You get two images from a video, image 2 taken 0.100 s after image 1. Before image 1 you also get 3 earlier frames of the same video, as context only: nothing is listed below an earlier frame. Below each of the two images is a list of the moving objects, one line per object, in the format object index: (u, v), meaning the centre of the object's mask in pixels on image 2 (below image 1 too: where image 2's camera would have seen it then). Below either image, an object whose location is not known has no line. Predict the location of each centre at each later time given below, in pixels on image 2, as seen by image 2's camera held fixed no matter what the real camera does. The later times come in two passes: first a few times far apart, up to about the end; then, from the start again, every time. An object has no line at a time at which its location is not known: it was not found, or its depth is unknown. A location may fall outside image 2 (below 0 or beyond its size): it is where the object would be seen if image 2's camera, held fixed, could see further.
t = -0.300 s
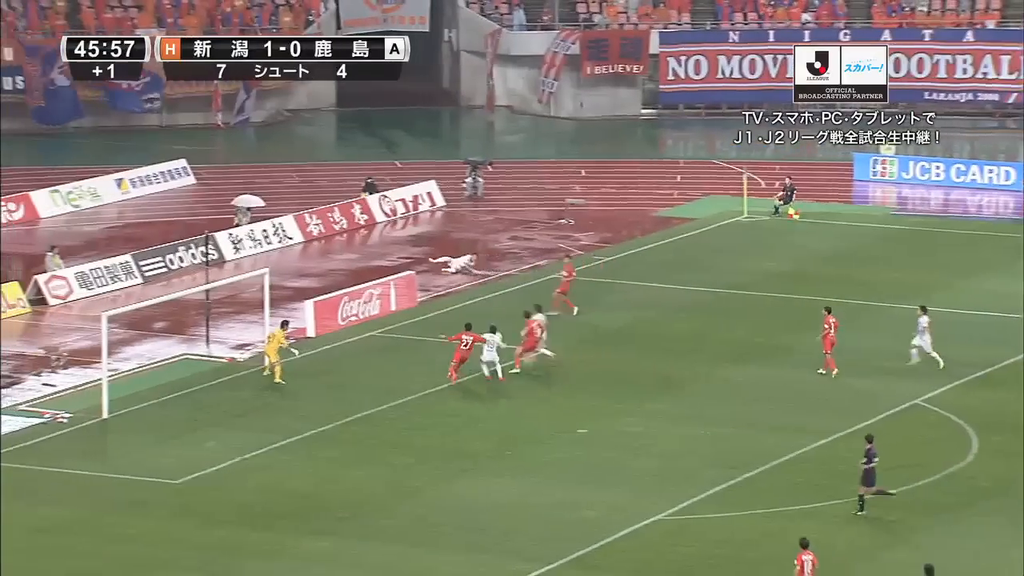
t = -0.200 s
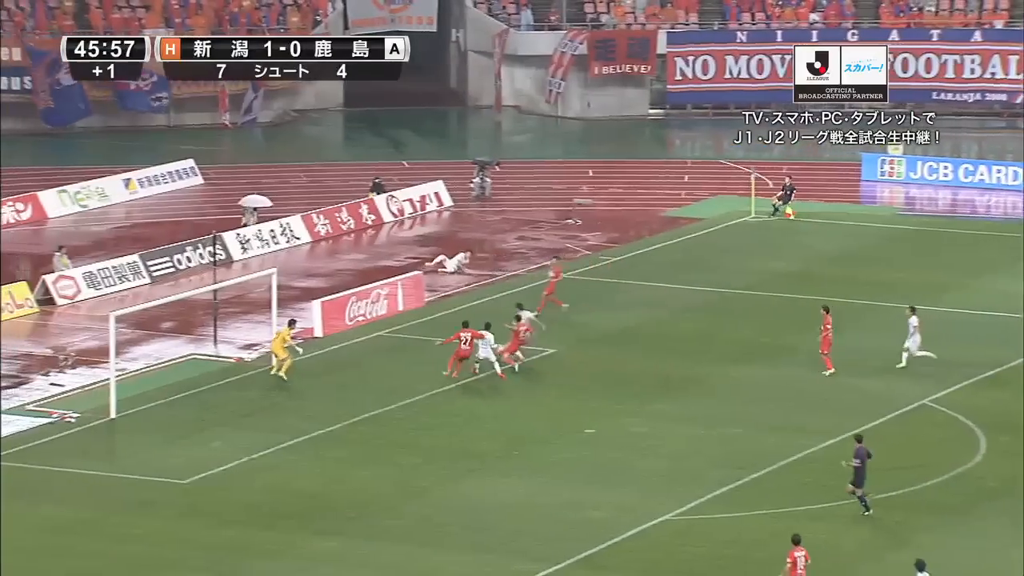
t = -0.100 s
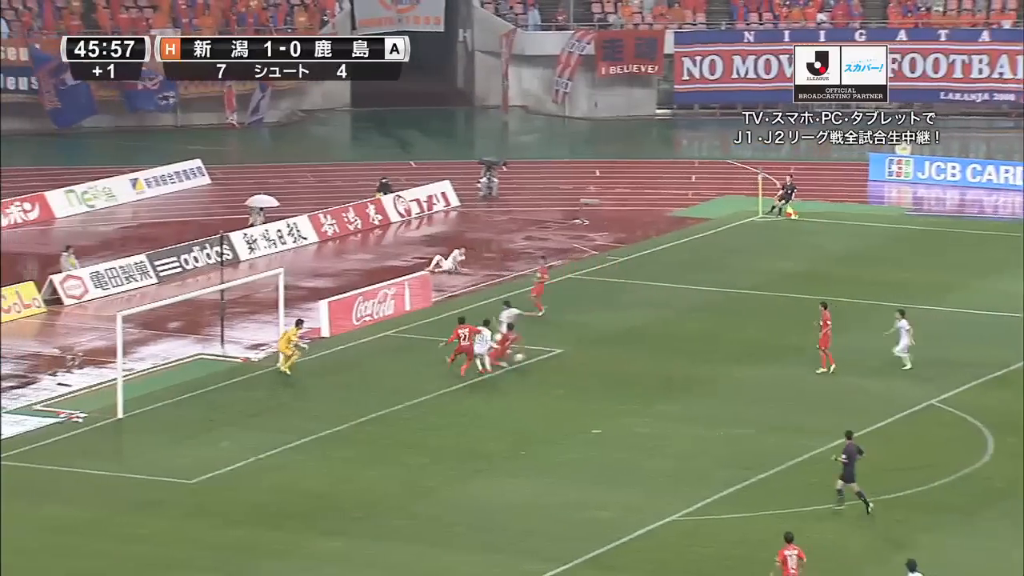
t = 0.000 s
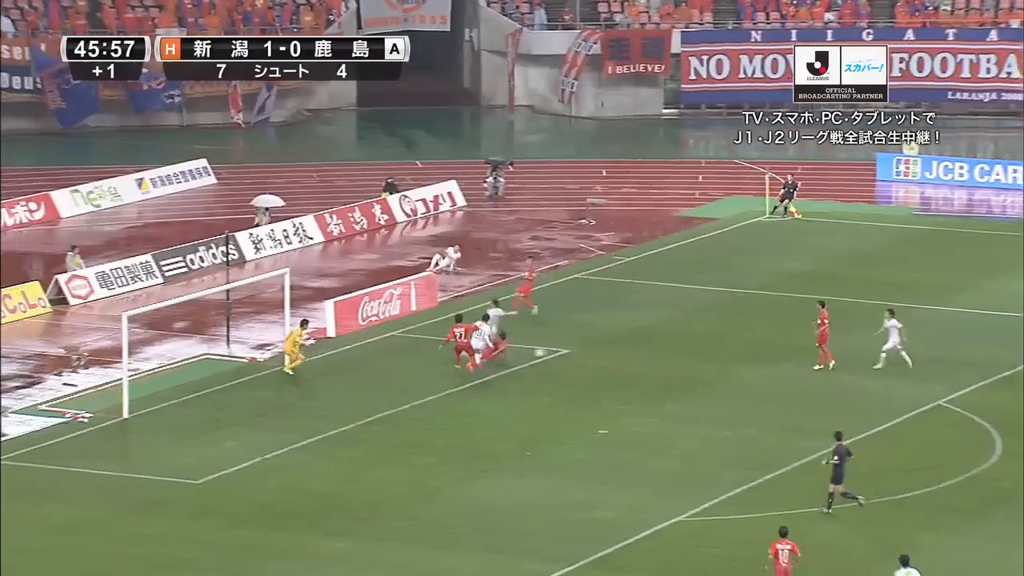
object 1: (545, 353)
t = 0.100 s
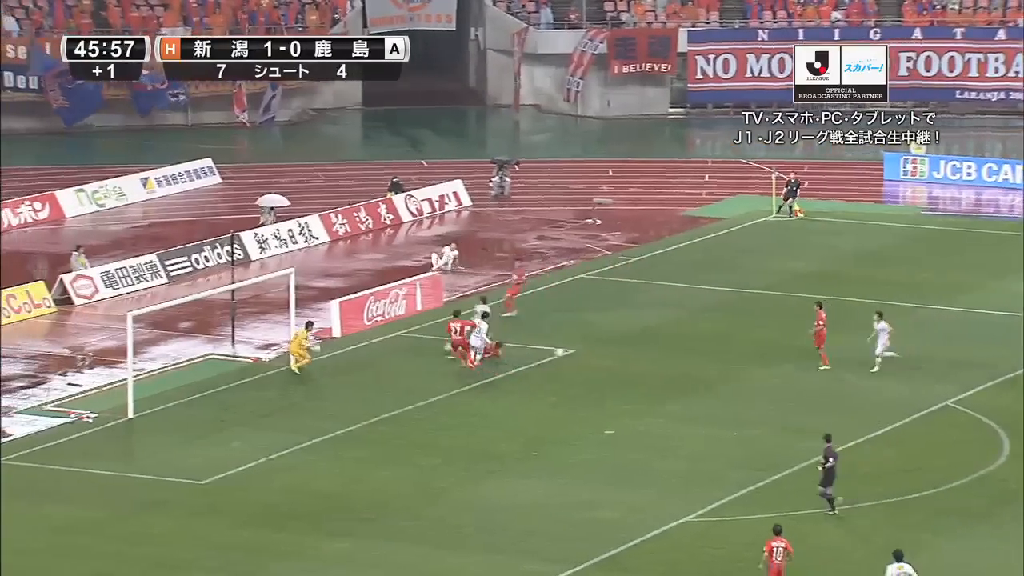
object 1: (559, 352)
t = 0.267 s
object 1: (581, 359)
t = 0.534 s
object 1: (618, 389)
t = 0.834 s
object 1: (650, 400)
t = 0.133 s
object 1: (564, 353)
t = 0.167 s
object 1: (568, 354)
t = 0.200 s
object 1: (572, 355)
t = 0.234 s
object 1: (575, 356)
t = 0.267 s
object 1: (581, 359)
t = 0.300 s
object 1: (587, 363)
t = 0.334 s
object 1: (591, 367)
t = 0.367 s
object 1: (596, 371)
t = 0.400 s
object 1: (601, 375)
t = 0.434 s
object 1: (606, 379)
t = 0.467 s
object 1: (610, 384)
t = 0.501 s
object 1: (615, 389)
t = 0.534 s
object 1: (618, 389)
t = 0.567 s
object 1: (622, 388)
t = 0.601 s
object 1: (625, 388)
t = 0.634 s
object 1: (629, 389)
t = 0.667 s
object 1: (632, 389)
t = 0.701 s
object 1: (636, 390)
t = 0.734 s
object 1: (639, 392)
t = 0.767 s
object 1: (643, 394)
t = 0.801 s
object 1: (646, 397)
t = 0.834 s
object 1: (650, 400)
